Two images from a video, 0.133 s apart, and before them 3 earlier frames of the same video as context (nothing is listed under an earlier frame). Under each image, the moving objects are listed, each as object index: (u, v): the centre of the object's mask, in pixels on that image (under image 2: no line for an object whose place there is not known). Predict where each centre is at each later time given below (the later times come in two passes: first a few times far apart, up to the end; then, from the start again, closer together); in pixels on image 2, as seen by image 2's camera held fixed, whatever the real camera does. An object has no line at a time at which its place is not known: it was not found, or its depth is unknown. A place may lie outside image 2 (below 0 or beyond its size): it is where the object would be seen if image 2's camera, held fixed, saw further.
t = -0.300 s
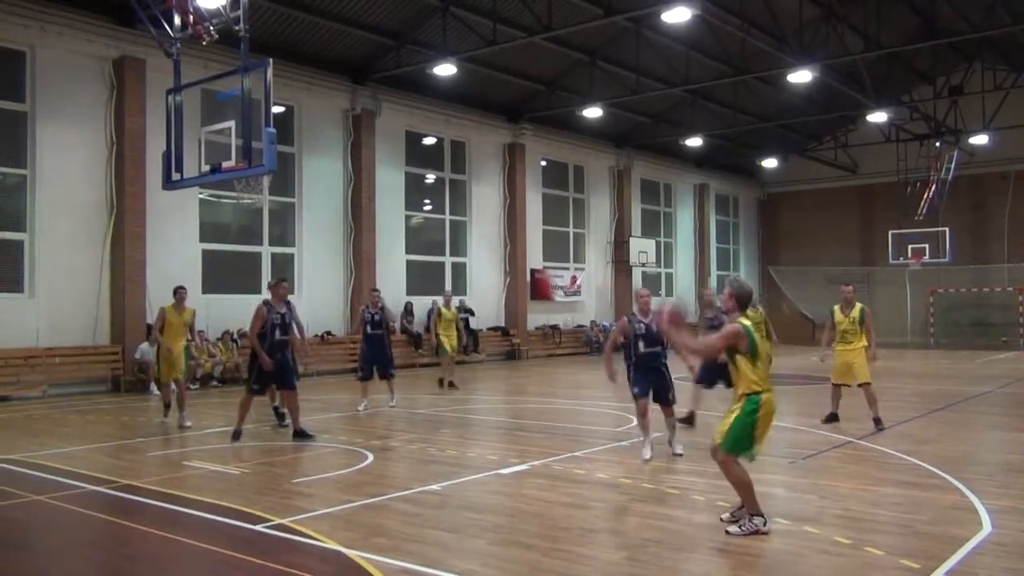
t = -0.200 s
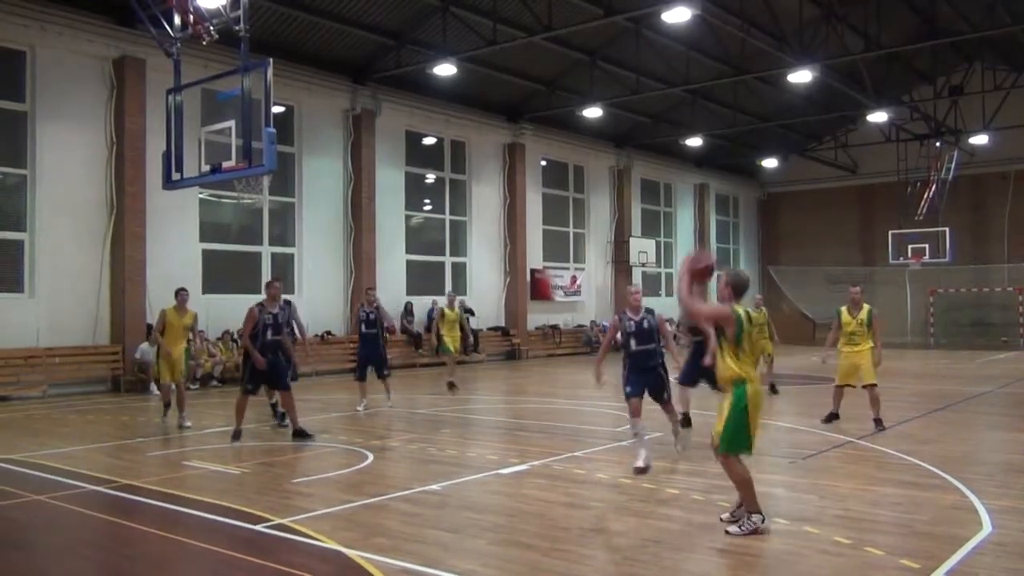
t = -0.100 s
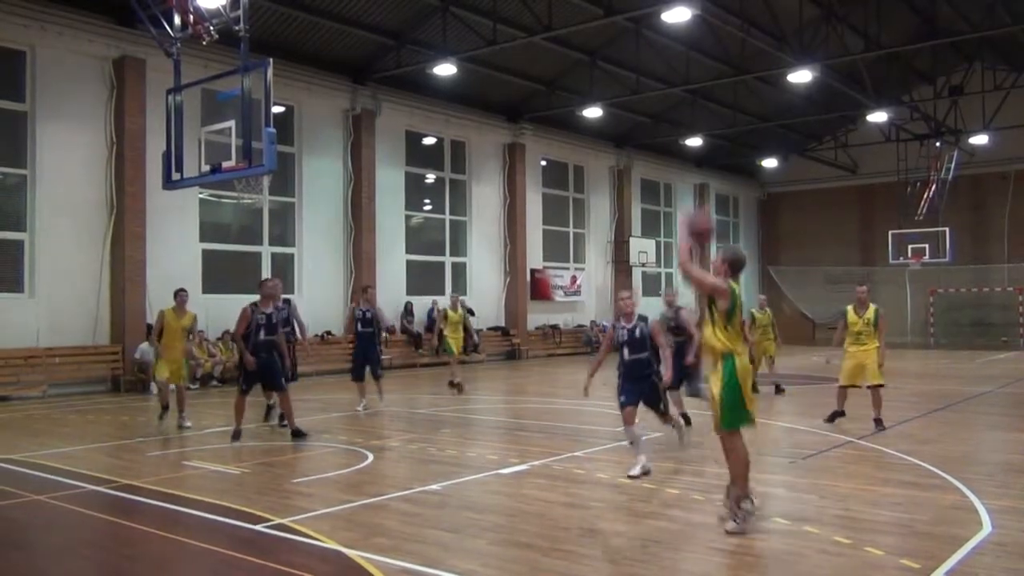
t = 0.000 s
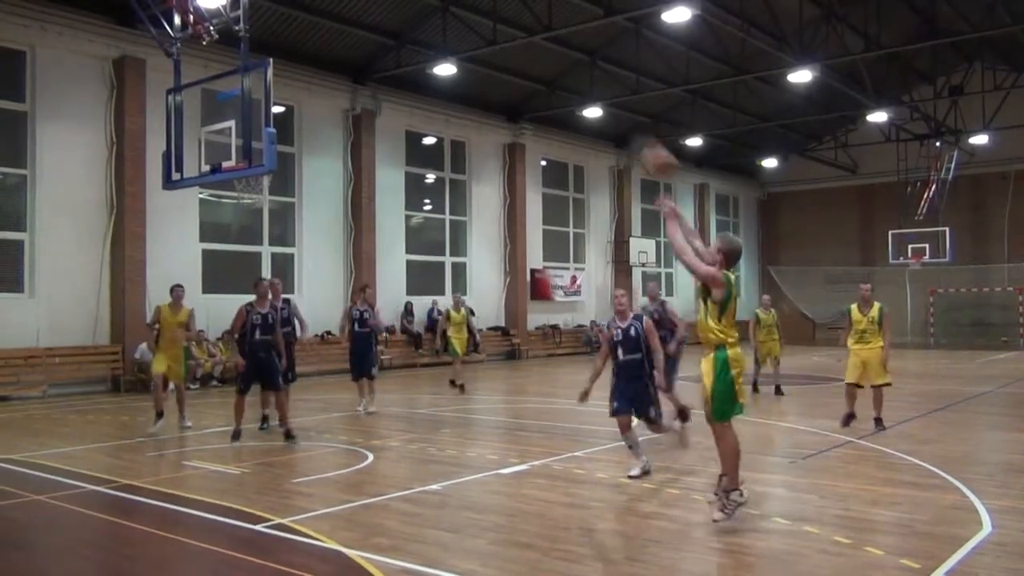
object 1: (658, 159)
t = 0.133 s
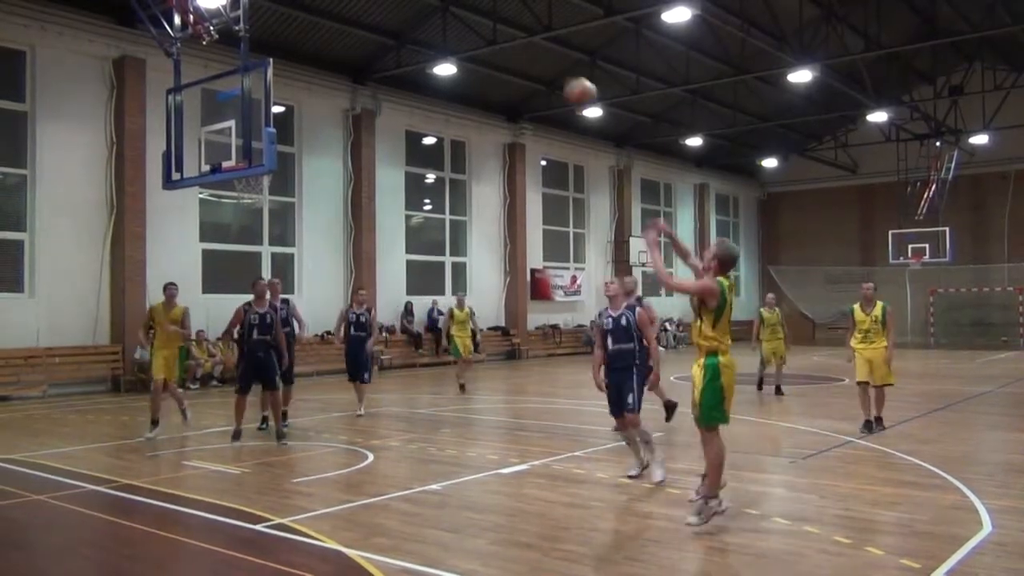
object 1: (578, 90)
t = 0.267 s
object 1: (513, 53)
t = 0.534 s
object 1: (399, 39)
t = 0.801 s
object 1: (303, 94)
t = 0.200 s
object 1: (547, 69)
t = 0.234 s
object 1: (528, 62)
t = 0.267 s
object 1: (513, 53)
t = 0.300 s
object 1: (498, 46)
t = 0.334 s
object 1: (482, 41)
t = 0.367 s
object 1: (467, 37)
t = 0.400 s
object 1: (454, 36)
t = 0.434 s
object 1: (439, 35)
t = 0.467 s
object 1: (426, 35)
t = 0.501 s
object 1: (414, 36)
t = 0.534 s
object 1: (399, 39)
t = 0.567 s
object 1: (385, 41)
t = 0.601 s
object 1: (374, 47)
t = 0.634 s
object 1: (360, 53)
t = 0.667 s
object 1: (348, 60)
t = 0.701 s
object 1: (338, 65)
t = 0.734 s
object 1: (327, 74)
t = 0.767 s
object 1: (313, 84)
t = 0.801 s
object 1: (303, 94)
